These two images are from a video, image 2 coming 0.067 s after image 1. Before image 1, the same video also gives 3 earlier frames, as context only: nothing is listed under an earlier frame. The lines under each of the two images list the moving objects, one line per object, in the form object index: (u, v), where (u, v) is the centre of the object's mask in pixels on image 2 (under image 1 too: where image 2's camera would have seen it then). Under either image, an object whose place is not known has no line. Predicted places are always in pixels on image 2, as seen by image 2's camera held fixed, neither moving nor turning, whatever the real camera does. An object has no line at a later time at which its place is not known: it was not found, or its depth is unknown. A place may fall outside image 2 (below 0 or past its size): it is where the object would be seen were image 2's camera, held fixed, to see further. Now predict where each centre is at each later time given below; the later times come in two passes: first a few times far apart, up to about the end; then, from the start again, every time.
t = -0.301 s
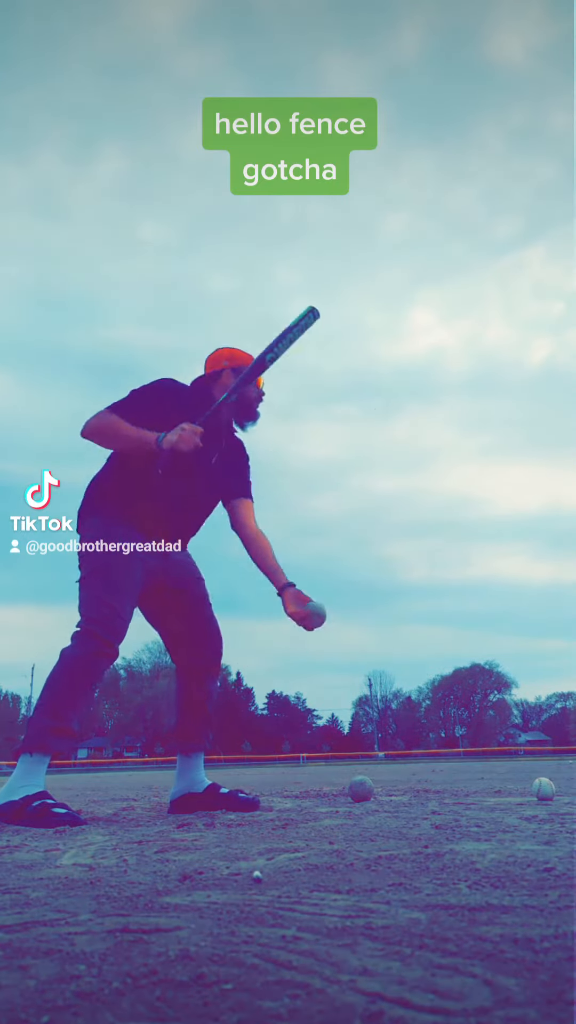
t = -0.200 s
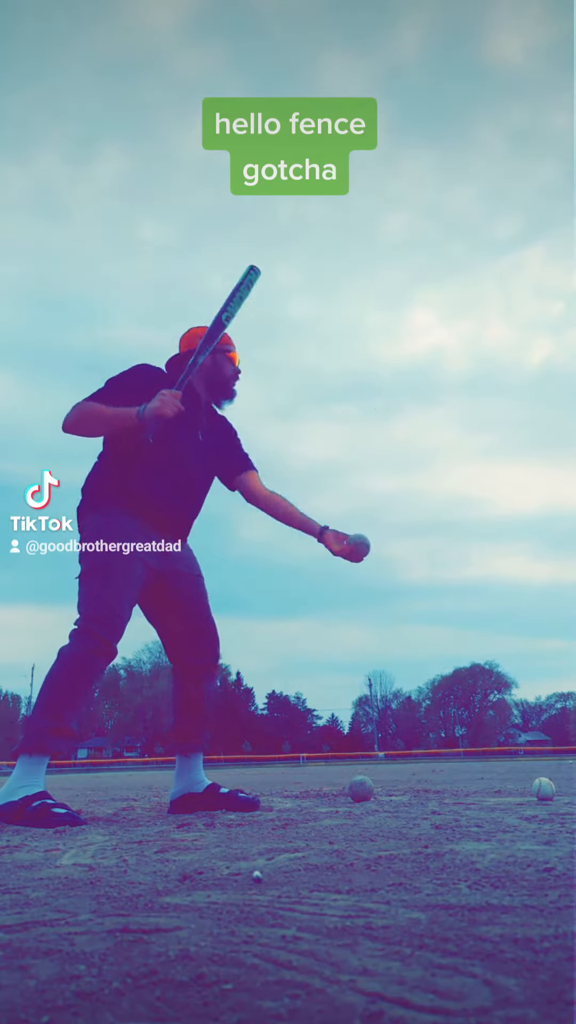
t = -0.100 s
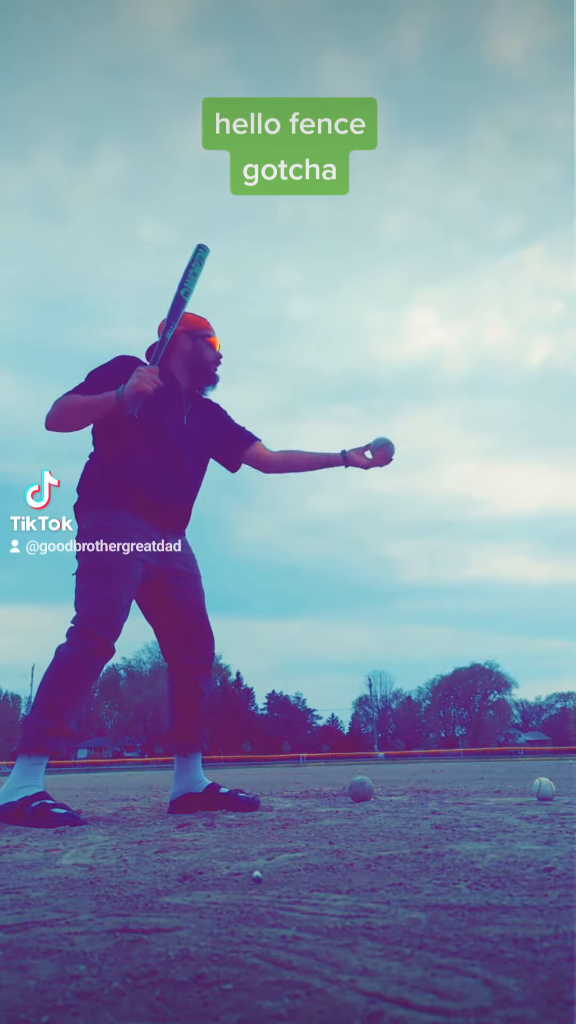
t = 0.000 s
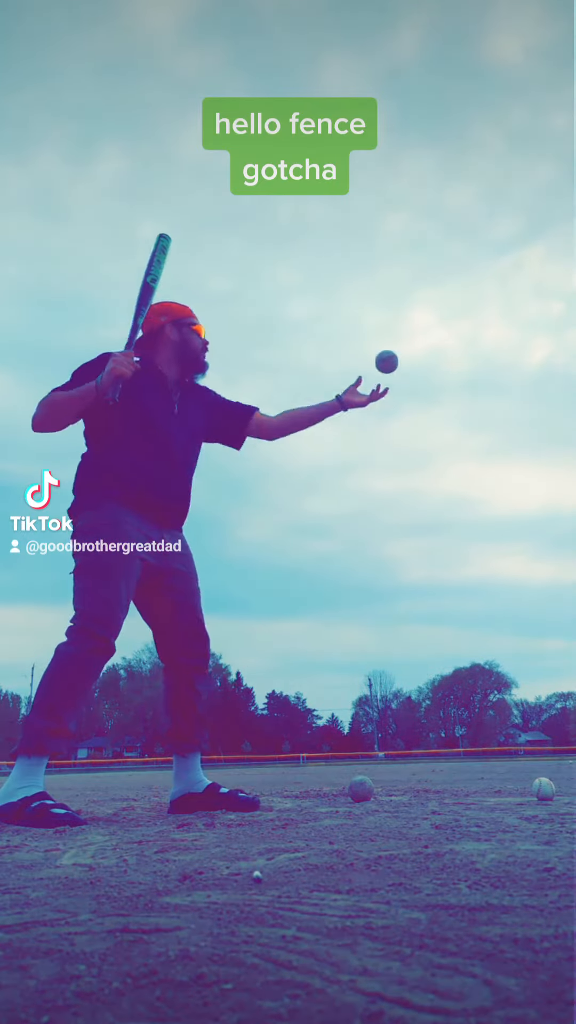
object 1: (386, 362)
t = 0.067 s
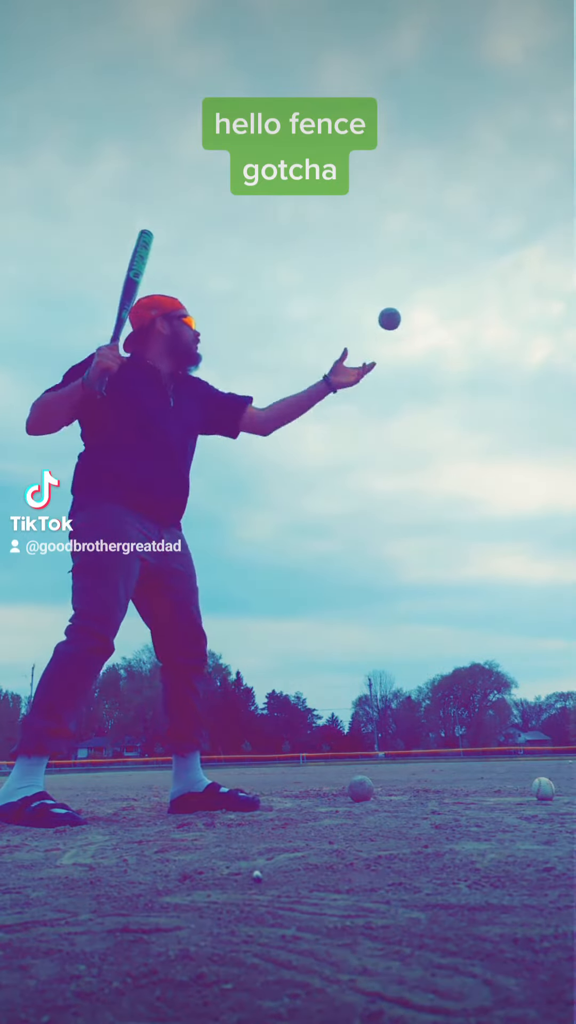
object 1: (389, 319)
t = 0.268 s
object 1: (402, 249)
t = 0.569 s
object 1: (433, 288)
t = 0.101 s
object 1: (391, 301)
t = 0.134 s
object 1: (393, 286)
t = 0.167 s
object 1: (395, 273)
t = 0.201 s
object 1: (397, 263)
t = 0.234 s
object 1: (400, 255)
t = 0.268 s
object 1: (402, 249)
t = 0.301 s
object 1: (405, 245)
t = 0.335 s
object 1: (408, 243)
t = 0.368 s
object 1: (411, 244)
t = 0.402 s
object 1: (414, 246)
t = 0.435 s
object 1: (417, 250)
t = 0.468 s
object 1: (421, 256)
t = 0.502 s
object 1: (424, 265)
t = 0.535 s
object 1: (428, 275)
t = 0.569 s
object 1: (433, 288)
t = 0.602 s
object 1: (437, 303)
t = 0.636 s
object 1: (442, 320)
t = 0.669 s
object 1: (447, 340)
